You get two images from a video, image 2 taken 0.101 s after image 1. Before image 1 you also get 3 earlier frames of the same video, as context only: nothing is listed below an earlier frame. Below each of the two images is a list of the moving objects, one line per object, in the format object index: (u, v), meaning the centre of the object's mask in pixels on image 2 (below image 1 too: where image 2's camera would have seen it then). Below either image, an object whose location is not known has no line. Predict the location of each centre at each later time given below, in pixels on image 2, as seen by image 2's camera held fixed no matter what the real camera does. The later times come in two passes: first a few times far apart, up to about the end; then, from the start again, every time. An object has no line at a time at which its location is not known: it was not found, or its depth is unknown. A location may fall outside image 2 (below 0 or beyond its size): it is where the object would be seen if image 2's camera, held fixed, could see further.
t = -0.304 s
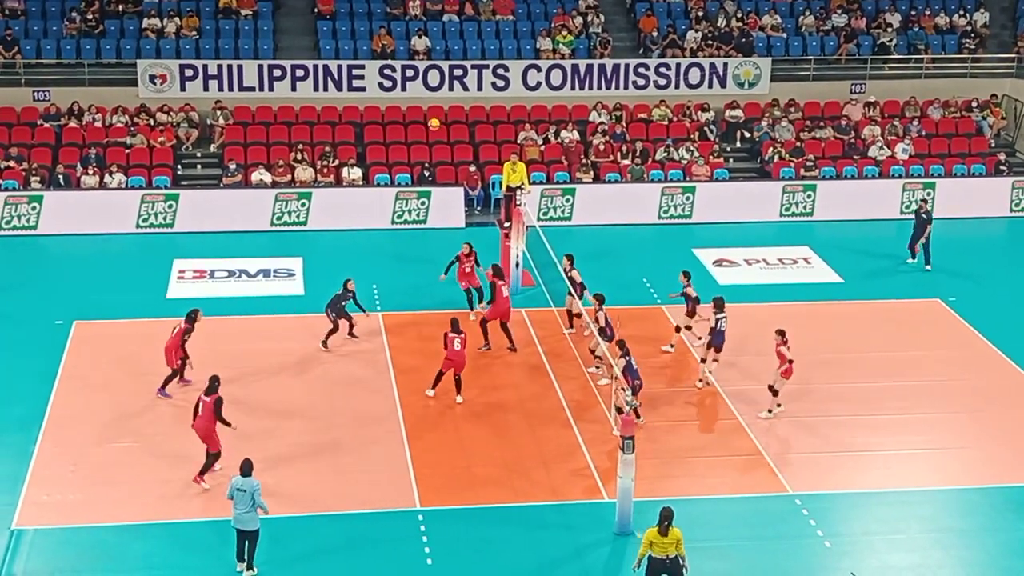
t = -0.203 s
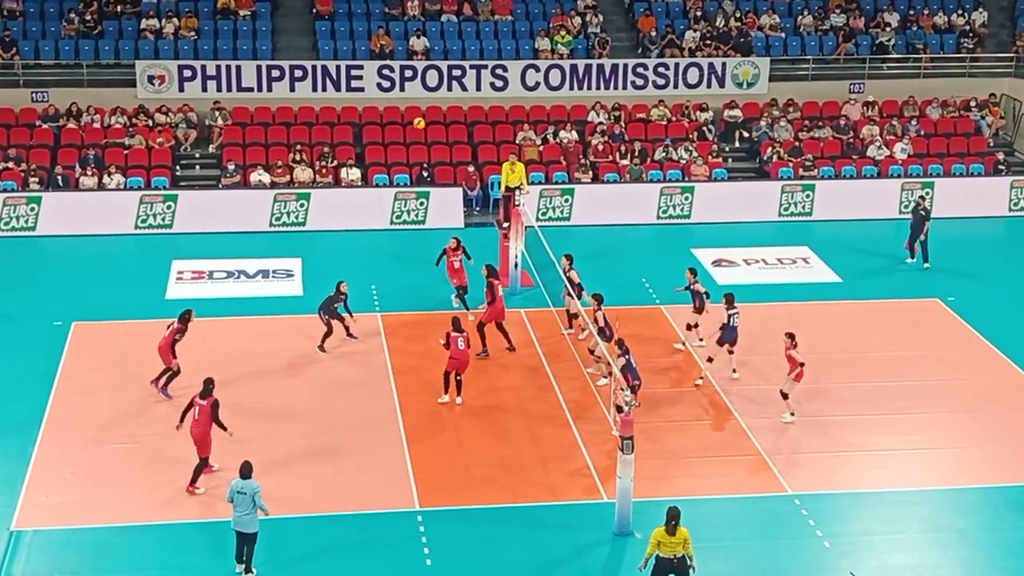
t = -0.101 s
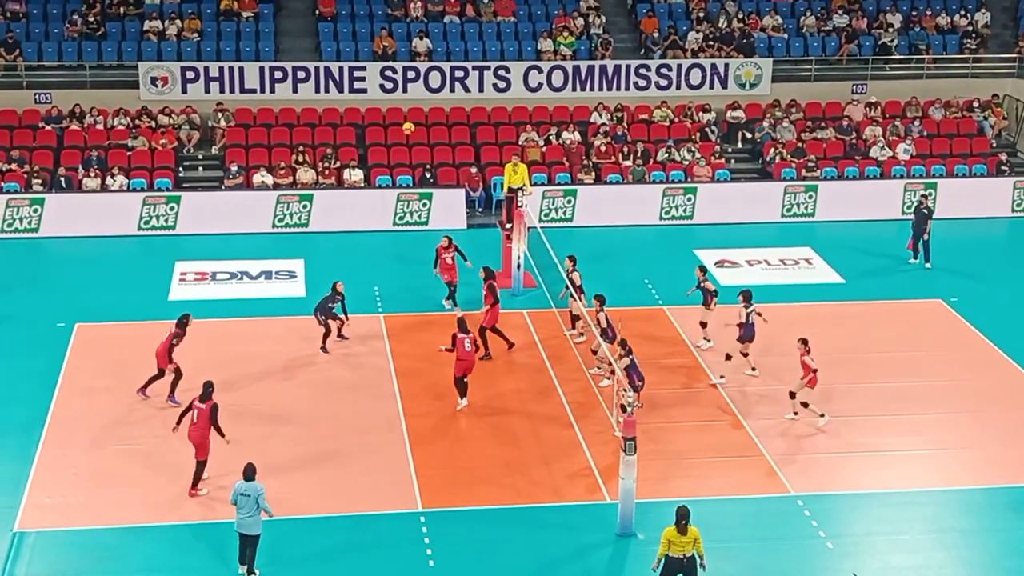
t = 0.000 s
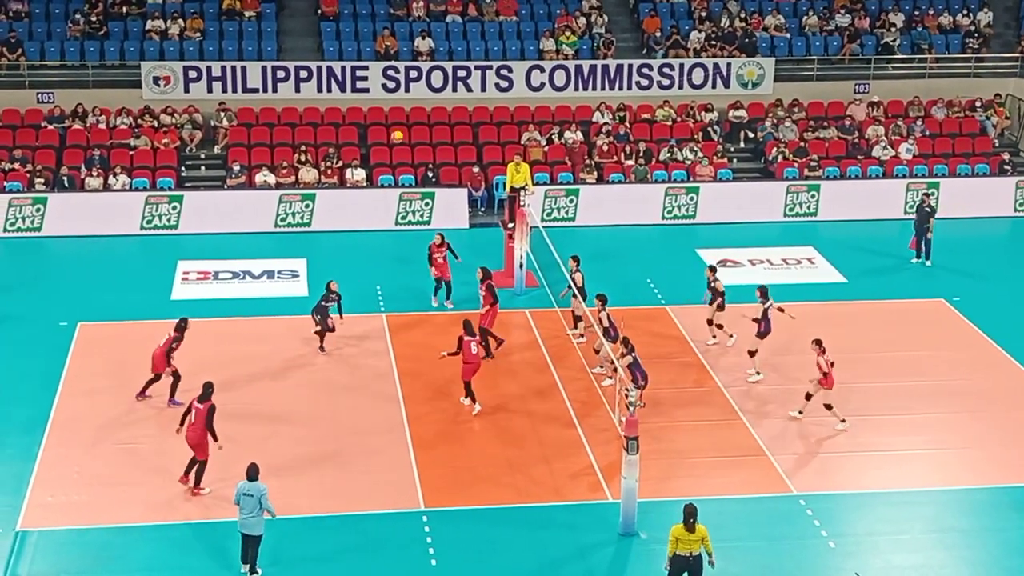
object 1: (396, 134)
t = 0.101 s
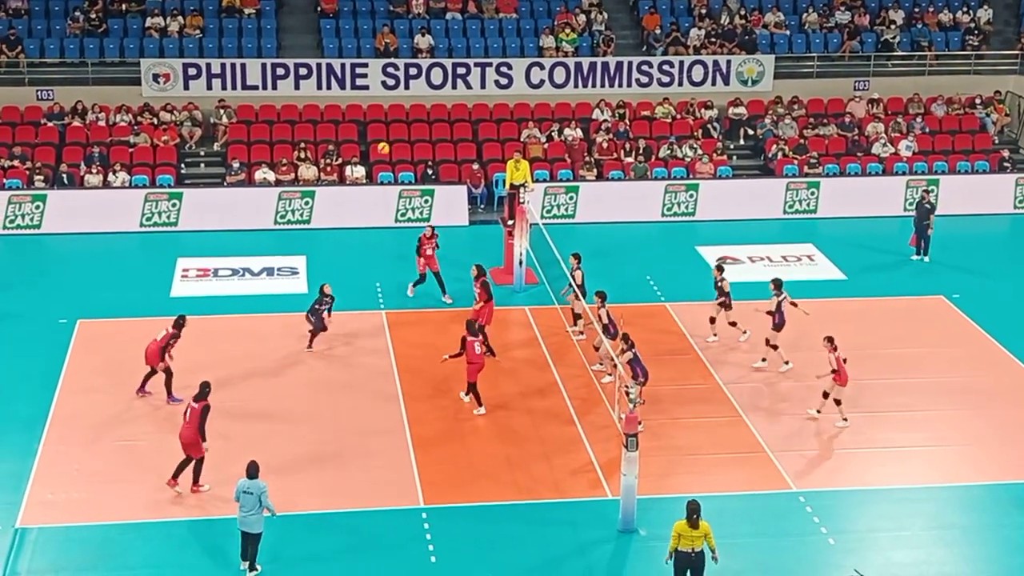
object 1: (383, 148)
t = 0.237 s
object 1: (366, 175)
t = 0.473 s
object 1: (336, 243)
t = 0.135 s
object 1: (378, 154)
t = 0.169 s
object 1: (374, 160)
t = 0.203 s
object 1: (370, 167)
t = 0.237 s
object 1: (366, 175)
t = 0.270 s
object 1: (362, 182)
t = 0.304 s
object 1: (357, 192)
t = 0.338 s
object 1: (353, 201)
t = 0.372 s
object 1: (349, 211)
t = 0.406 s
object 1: (345, 221)
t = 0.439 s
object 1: (340, 232)
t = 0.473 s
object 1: (336, 243)
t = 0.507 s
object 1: (332, 255)
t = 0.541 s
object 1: (329, 267)
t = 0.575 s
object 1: (325, 280)
